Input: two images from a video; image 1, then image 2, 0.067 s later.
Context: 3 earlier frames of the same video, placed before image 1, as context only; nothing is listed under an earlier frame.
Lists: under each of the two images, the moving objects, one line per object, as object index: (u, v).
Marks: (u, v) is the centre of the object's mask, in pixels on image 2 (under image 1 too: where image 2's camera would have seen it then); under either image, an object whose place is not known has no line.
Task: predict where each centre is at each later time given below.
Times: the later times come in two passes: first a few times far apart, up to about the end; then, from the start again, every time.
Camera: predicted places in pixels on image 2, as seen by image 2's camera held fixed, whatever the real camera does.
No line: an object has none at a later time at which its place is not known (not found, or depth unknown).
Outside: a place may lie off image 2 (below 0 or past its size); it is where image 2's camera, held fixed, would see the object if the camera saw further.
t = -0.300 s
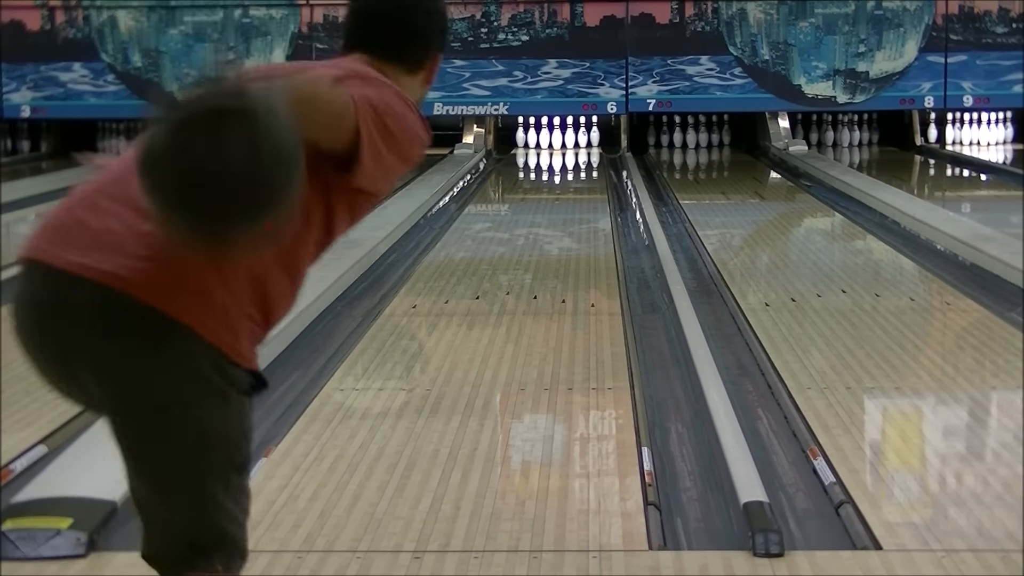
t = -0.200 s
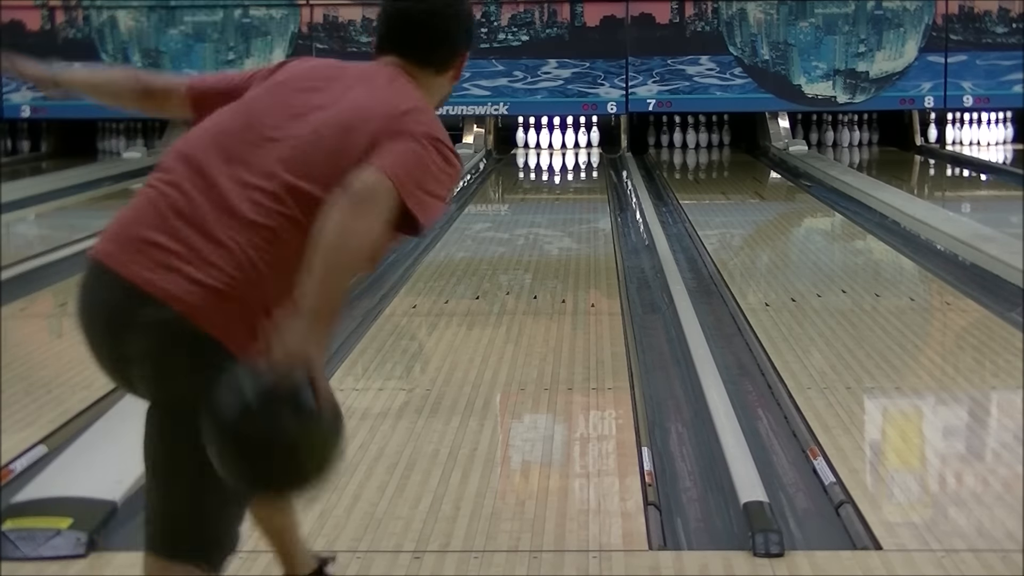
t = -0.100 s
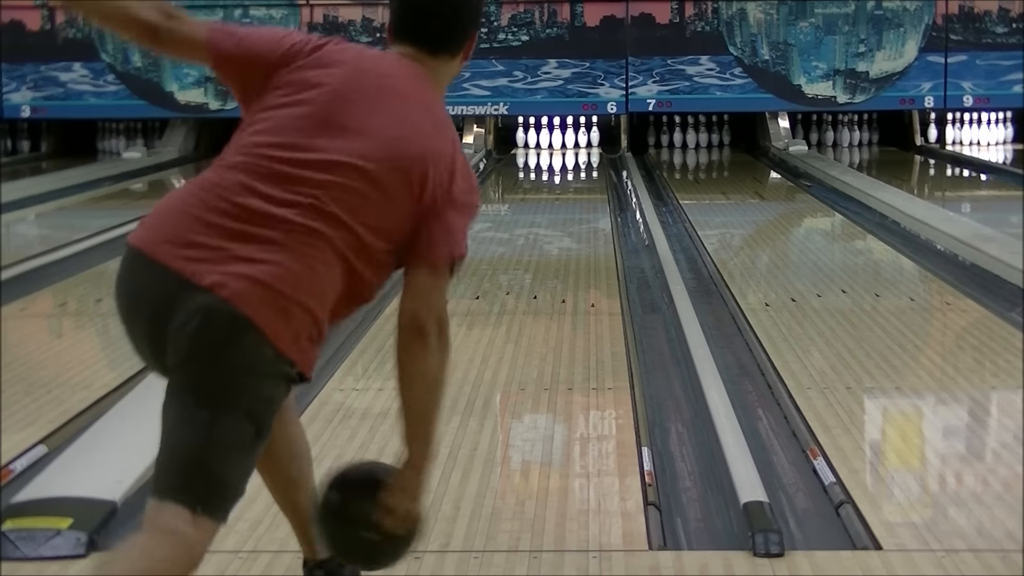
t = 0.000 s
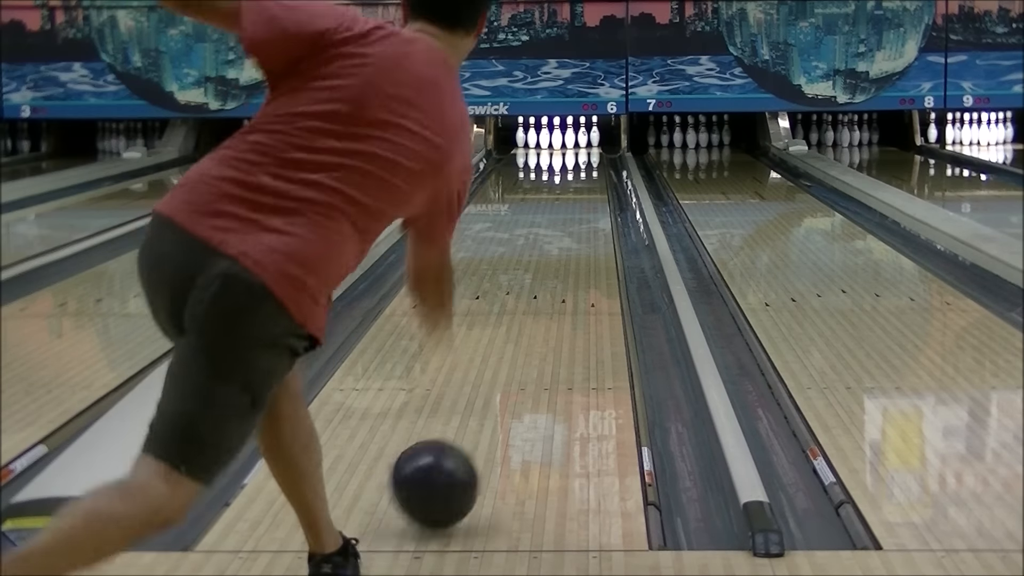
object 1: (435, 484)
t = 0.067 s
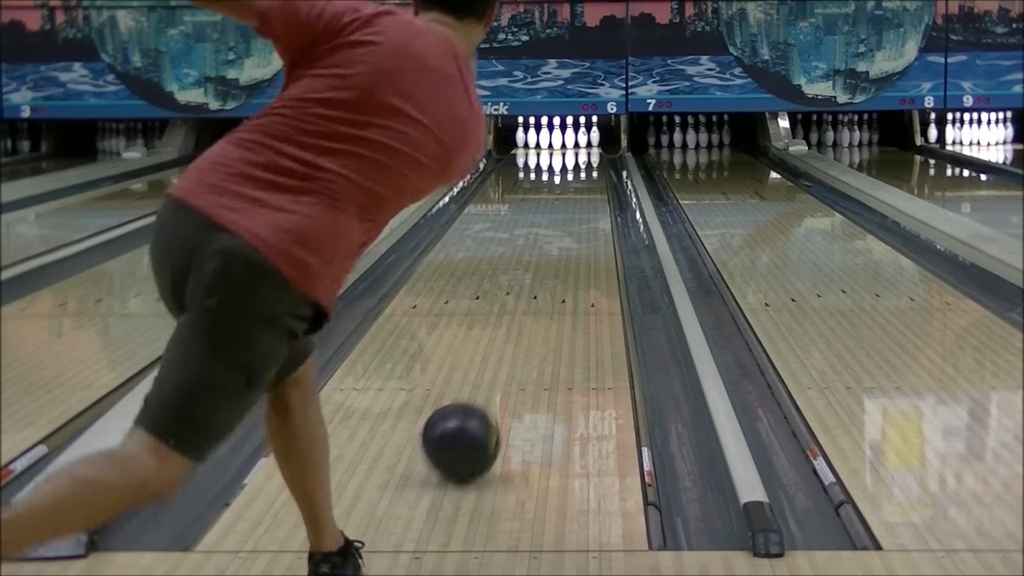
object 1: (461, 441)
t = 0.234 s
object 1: (506, 362)
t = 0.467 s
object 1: (544, 290)
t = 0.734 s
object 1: (570, 240)
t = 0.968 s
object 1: (583, 212)
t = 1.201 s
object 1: (591, 192)
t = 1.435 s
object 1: (594, 175)
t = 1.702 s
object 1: (592, 162)
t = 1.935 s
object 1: (585, 153)
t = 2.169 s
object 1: (574, 145)
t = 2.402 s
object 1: (568, 140)
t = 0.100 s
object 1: (473, 424)
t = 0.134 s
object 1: (482, 406)
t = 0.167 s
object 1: (491, 390)
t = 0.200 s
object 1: (499, 375)
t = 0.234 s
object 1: (506, 362)
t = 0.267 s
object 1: (513, 349)
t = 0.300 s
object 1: (519, 337)
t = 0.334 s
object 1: (525, 326)
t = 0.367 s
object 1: (531, 316)
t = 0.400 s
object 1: (536, 307)
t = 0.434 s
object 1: (540, 298)
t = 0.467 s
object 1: (544, 290)
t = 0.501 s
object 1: (548, 283)
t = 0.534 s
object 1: (552, 276)
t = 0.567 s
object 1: (555, 269)
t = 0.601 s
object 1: (559, 263)
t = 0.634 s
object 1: (562, 257)
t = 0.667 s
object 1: (564, 251)
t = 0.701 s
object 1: (567, 246)
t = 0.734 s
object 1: (570, 240)
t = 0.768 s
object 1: (572, 236)
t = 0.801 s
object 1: (574, 231)
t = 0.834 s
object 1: (576, 227)
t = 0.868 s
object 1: (578, 223)
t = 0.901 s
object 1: (580, 219)
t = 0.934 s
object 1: (581, 215)
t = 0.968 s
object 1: (583, 212)
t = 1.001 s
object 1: (585, 209)
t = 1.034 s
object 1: (586, 206)
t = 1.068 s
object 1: (587, 202)
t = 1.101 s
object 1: (588, 199)
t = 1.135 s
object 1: (589, 197)
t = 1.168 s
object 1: (590, 194)
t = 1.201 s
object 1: (591, 192)
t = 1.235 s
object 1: (592, 189)
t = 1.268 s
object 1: (591, 187)
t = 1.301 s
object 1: (593, 184)
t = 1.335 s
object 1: (593, 182)
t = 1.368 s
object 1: (593, 179)
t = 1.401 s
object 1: (593, 178)
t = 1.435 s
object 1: (594, 175)
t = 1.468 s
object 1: (594, 173)
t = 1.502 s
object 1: (593, 172)
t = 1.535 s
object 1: (593, 170)
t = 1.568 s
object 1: (593, 168)
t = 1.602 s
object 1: (593, 166)
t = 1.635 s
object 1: (593, 165)
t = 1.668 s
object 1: (592, 163)
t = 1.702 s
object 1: (592, 162)
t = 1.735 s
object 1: (591, 160)
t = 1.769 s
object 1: (590, 159)
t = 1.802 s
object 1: (588, 158)
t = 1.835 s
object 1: (588, 157)
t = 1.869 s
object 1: (587, 155)
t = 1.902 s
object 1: (586, 154)
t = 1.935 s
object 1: (585, 153)
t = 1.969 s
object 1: (583, 151)
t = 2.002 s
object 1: (582, 150)
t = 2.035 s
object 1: (581, 149)
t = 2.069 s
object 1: (579, 148)
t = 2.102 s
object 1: (577, 147)
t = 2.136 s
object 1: (576, 146)
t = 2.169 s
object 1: (574, 145)
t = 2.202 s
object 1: (572, 144)
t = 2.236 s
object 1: (571, 143)
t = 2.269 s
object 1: (569, 143)
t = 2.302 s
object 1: (567, 142)
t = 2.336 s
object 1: (568, 141)
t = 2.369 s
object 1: (568, 140)
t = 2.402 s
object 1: (568, 140)
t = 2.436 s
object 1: (569, 139)
